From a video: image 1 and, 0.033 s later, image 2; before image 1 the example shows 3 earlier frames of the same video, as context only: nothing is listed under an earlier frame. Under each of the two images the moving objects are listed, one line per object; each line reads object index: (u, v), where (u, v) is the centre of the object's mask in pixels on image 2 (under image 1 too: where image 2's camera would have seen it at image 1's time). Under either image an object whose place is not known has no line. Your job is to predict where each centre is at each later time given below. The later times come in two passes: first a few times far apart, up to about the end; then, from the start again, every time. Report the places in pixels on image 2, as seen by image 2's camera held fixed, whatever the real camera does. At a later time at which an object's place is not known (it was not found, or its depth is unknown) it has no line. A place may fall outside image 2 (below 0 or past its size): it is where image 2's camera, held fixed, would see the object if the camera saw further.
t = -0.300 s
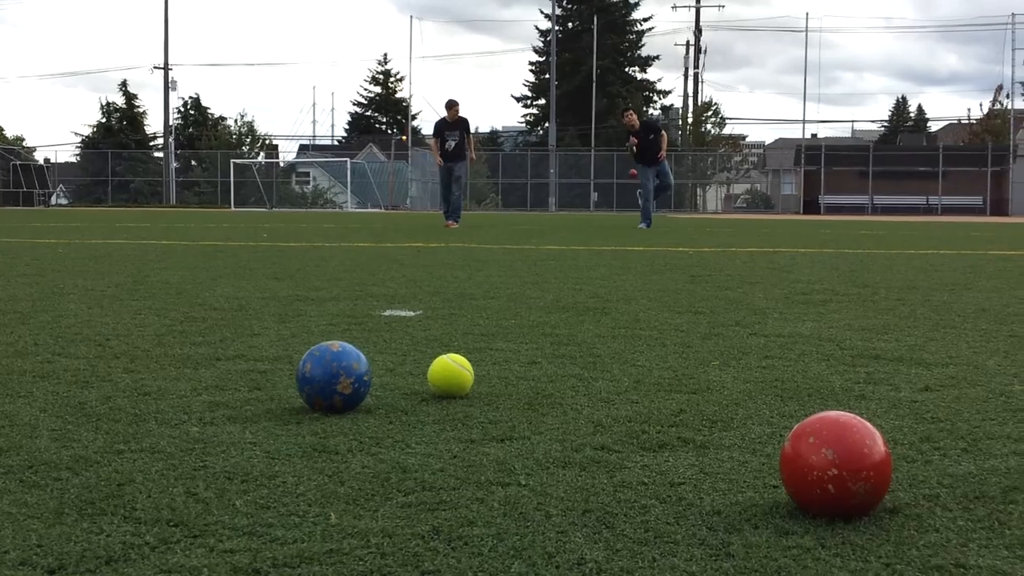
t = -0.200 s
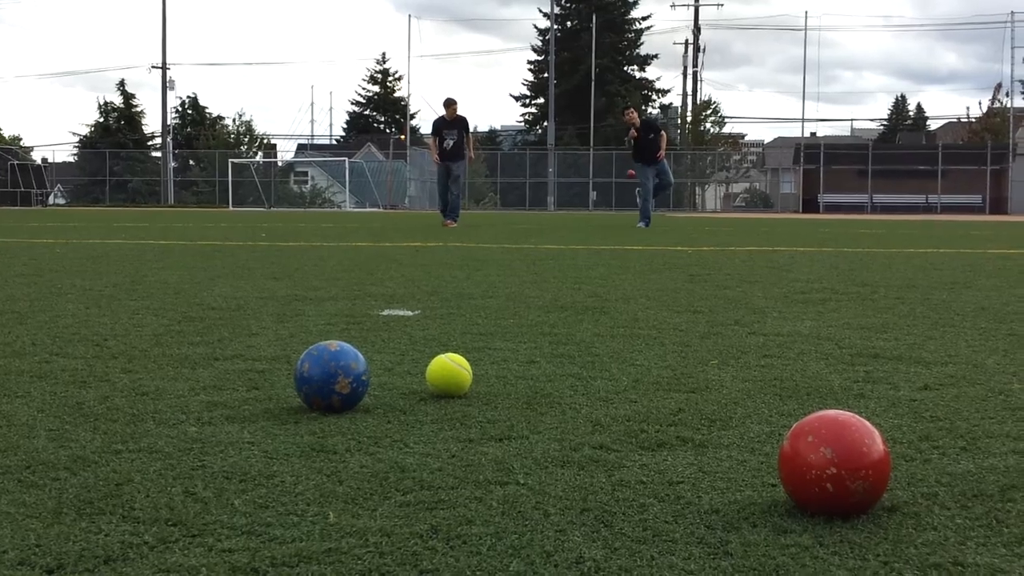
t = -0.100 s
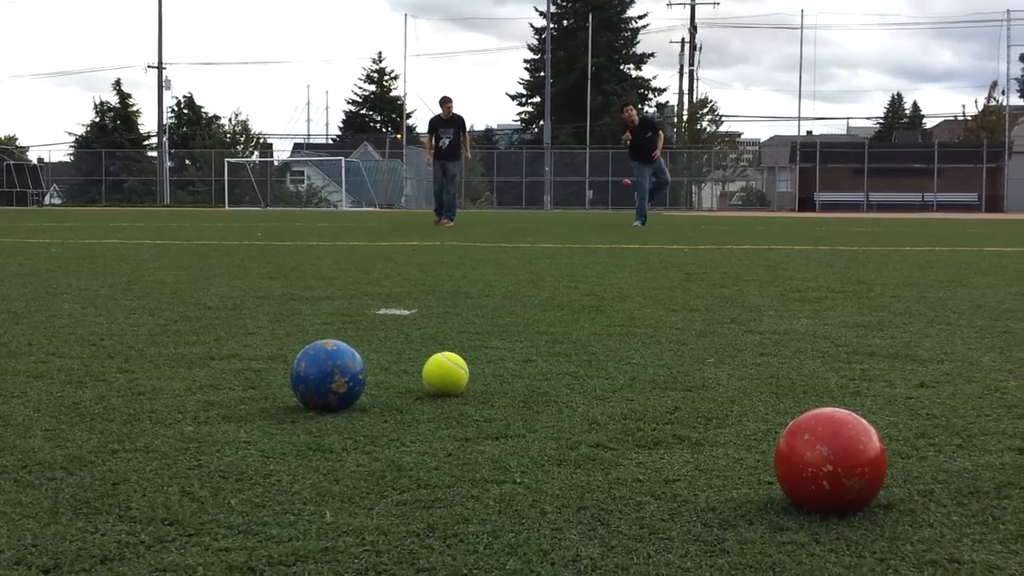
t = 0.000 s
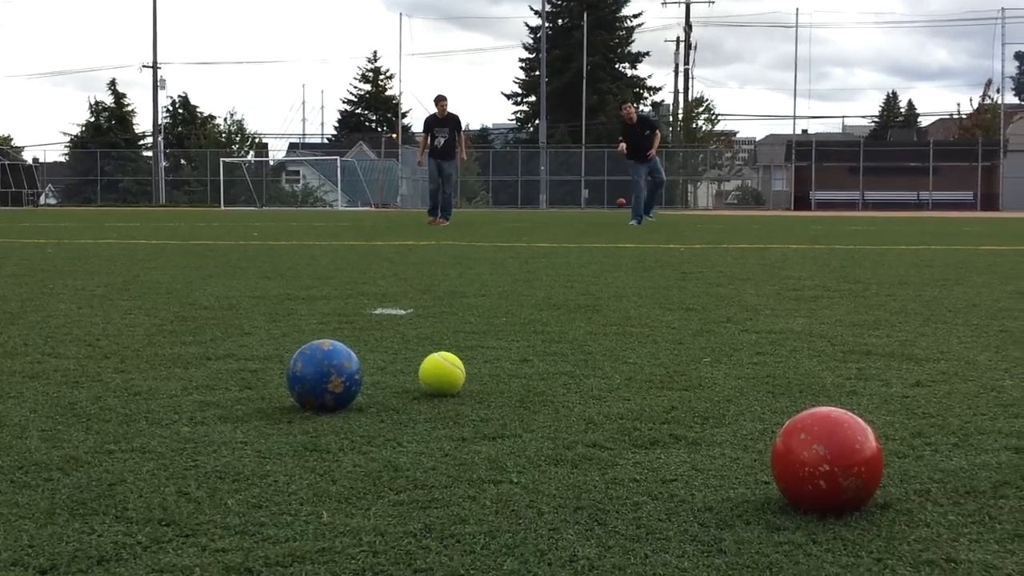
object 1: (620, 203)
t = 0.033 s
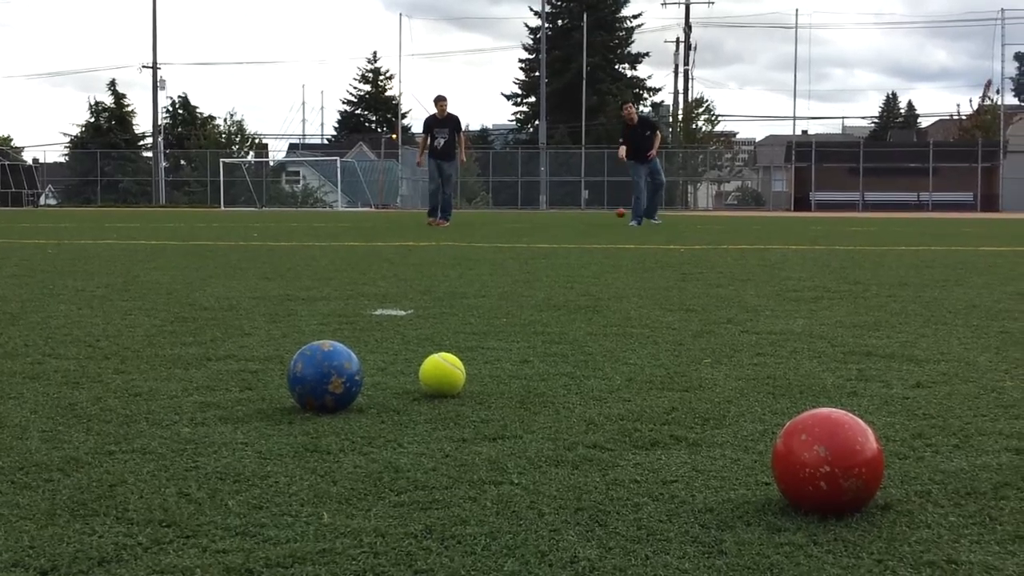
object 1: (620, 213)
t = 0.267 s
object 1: (617, 203)
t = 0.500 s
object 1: (613, 217)
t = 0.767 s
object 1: (608, 217)
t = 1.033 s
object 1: (603, 227)
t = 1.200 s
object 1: (600, 228)
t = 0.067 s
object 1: (620, 223)
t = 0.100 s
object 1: (620, 223)
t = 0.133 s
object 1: (619, 218)
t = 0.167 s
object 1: (619, 213)
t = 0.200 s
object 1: (619, 208)
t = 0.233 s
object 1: (618, 204)
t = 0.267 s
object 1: (617, 203)
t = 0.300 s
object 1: (616, 201)
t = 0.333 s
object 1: (616, 201)
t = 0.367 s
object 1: (615, 202)
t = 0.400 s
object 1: (615, 203)
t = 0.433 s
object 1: (614, 207)
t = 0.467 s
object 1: (613, 211)
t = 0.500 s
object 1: (613, 217)
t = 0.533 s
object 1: (612, 223)
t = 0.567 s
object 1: (611, 229)
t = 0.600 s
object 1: (610, 225)
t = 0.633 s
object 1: (610, 221)
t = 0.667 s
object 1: (610, 219)
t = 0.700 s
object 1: (609, 217)
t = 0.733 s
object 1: (609, 217)
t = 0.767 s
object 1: (608, 217)
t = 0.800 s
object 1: (608, 219)
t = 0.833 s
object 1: (607, 223)
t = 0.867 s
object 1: (606, 228)
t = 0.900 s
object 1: (606, 232)
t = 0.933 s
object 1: (605, 229)
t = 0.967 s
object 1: (604, 227)
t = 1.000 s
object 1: (604, 226)
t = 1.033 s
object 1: (603, 227)
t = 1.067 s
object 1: (603, 229)
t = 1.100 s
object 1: (602, 232)
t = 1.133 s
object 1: (602, 232)
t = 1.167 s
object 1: (601, 229)
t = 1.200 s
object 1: (600, 228)
